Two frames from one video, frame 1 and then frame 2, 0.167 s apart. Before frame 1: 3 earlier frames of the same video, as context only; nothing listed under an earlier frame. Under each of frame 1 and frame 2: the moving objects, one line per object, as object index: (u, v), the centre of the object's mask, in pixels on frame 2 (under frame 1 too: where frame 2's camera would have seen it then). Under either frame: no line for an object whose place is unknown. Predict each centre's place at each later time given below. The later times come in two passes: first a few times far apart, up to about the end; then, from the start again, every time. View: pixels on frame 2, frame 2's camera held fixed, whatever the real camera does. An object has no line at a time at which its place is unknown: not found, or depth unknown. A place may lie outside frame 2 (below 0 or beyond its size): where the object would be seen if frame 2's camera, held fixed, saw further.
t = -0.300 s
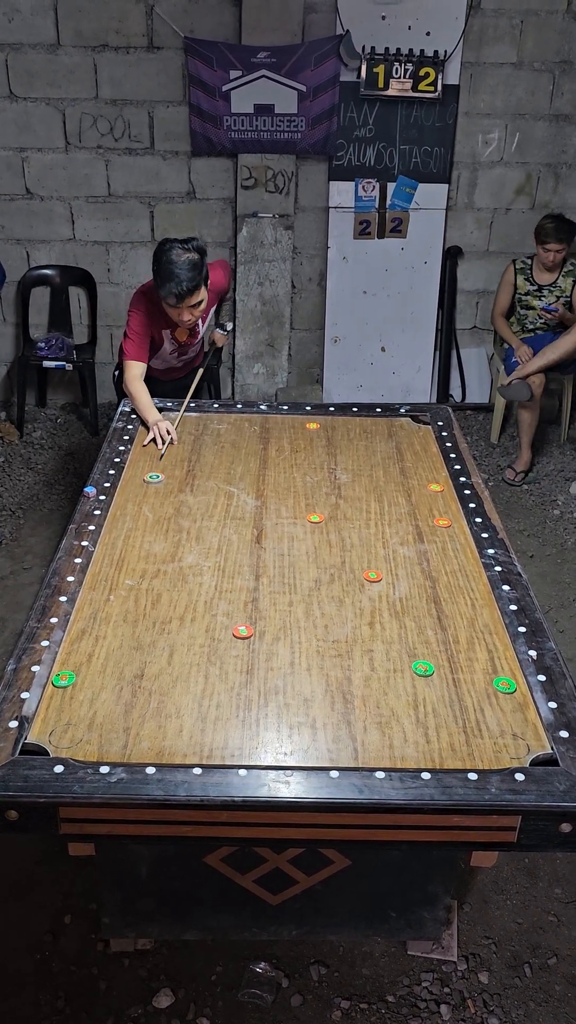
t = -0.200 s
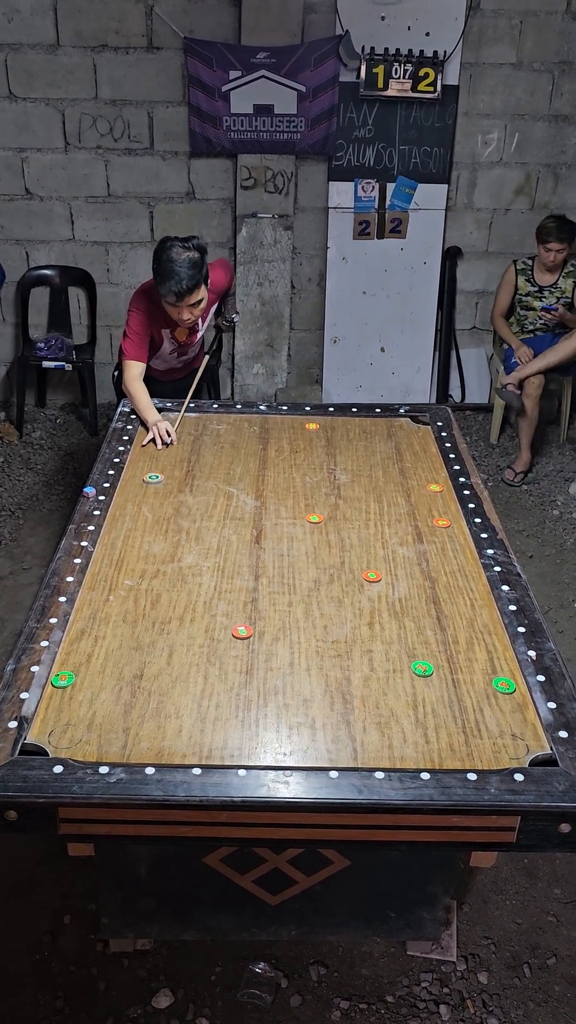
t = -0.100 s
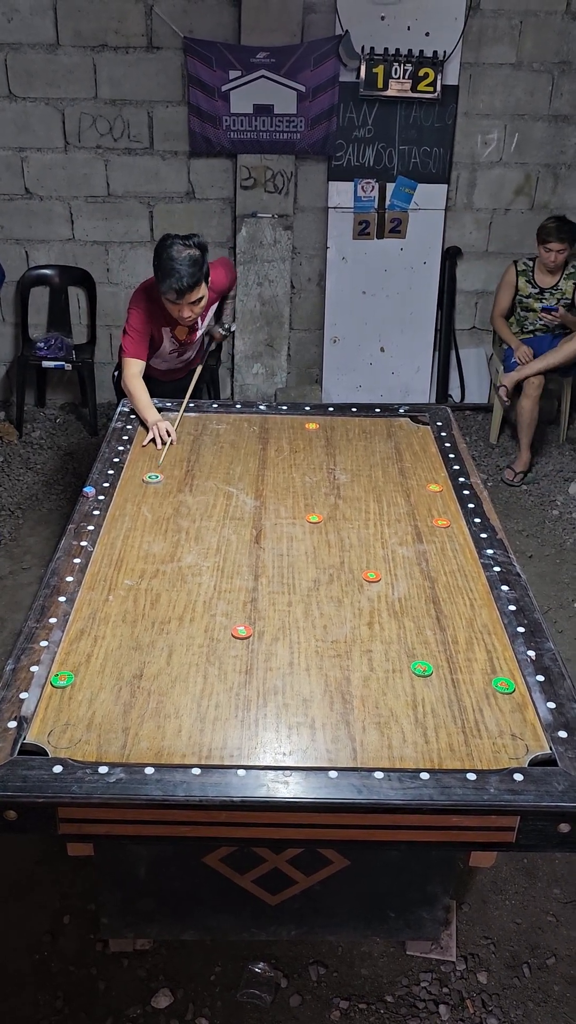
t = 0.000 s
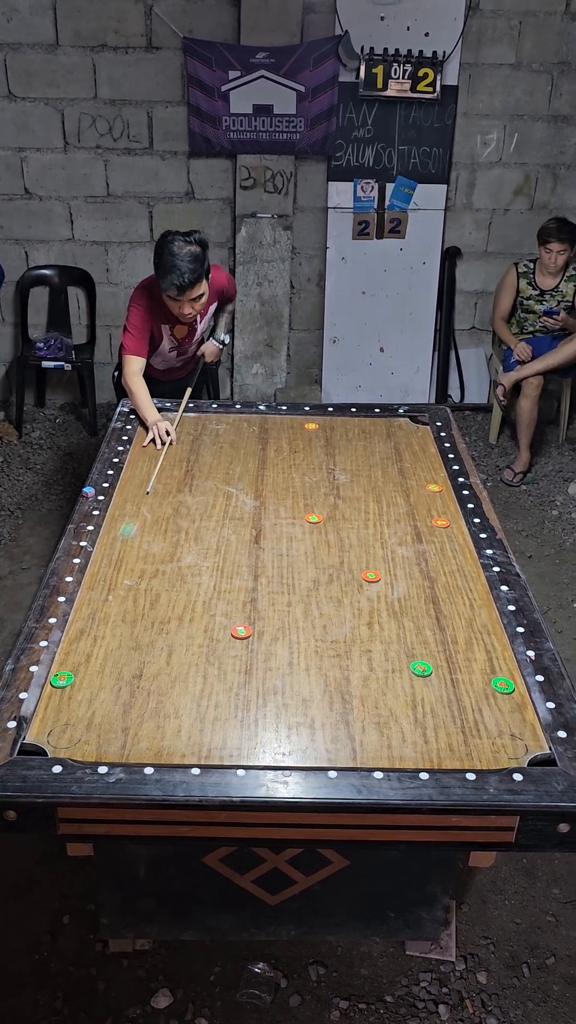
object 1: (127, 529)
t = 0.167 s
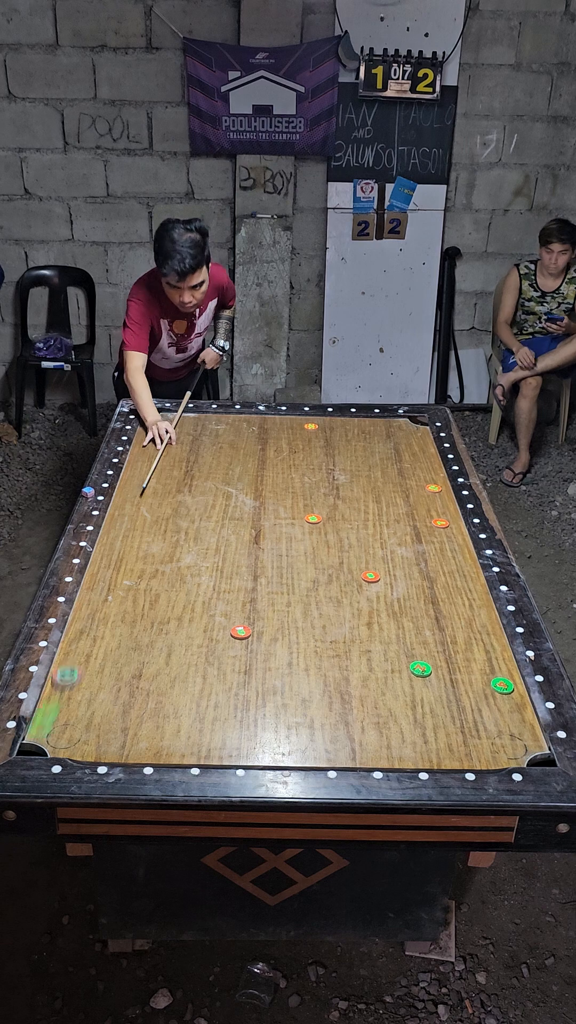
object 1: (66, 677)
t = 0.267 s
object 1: (61, 740)
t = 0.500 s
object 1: (125, 660)
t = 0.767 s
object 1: (177, 585)
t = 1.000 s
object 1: (209, 539)
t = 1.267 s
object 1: (235, 503)
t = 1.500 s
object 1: (250, 481)
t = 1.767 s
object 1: (259, 466)
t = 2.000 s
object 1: (263, 460)
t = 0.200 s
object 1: (64, 697)
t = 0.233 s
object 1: (62, 719)
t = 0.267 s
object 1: (61, 740)
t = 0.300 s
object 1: (67, 743)
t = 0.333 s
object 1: (78, 727)
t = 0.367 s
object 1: (88, 712)
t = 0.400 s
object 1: (98, 698)
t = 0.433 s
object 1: (108, 685)
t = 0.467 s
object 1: (117, 673)
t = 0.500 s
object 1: (125, 660)
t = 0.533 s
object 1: (132, 649)
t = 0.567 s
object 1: (139, 639)
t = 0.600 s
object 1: (147, 629)
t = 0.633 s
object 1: (154, 619)
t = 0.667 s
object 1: (160, 611)
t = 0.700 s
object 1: (166, 602)
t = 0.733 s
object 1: (172, 593)
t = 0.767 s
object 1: (177, 585)
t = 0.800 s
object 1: (182, 579)
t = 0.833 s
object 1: (187, 571)
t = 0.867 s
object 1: (192, 564)
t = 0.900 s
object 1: (197, 557)
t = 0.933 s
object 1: (201, 552)
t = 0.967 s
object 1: (206, 545)
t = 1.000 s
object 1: (209, 539)
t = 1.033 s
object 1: (214, 534)
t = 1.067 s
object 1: (217, 529)
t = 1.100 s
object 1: (220, 524)
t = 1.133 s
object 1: (224, 520)
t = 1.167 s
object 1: (227, 515)
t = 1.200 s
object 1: (230, 511)
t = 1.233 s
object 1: (233, 507)
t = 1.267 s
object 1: (235, 503)
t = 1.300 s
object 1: (238, 499)
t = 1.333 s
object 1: (240, 496)
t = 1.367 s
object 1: (242, 492)
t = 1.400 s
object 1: (244, 489)
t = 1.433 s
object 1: (246, 486)
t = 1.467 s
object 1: (248, 484)
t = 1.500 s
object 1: (250, 481)
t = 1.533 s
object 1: (251, 479)
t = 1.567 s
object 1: (253, 476)
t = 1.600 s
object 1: (254, 474)
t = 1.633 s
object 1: (255, 472)
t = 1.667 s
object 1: (256, 471)
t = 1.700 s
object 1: (257, 469)
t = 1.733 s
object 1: (258, 468)
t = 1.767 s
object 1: (259, 466)
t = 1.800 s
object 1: (260, 465)
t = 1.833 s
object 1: (261, 464)
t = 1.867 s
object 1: (261, 463)
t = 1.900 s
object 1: (262, 462)
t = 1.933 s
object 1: (262, 461)
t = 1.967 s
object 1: (262, 460)
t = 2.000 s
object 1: (263, 460)
